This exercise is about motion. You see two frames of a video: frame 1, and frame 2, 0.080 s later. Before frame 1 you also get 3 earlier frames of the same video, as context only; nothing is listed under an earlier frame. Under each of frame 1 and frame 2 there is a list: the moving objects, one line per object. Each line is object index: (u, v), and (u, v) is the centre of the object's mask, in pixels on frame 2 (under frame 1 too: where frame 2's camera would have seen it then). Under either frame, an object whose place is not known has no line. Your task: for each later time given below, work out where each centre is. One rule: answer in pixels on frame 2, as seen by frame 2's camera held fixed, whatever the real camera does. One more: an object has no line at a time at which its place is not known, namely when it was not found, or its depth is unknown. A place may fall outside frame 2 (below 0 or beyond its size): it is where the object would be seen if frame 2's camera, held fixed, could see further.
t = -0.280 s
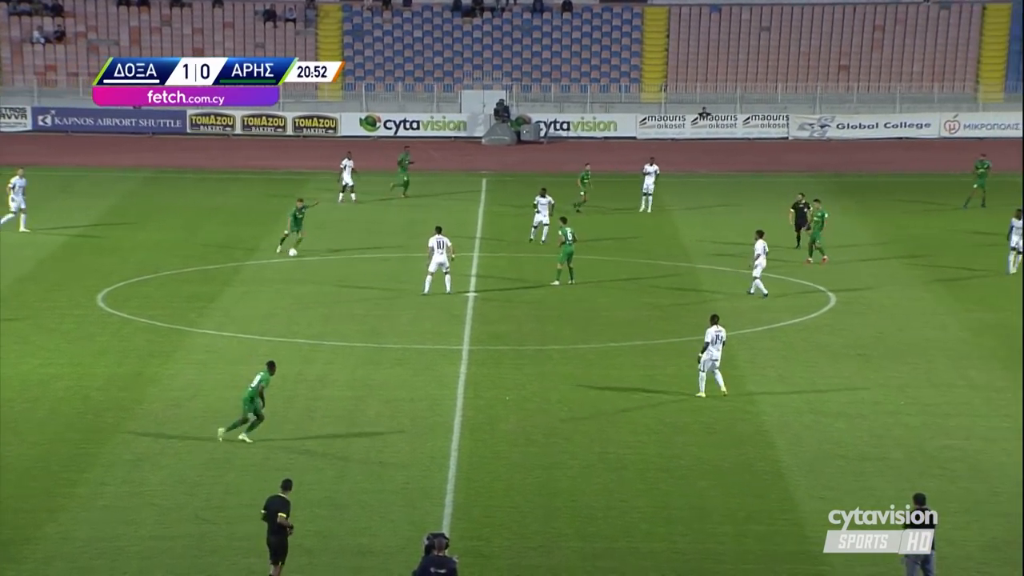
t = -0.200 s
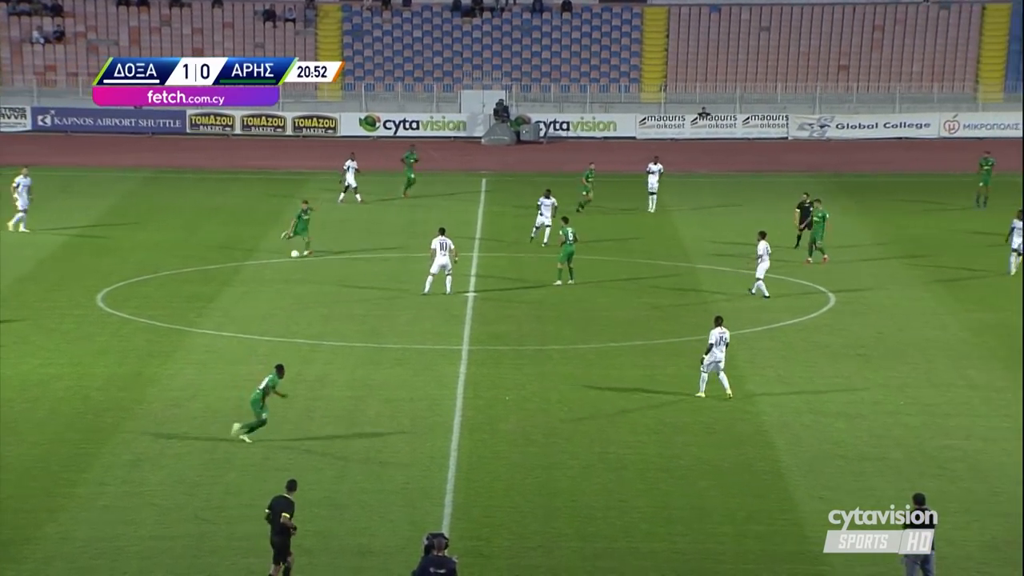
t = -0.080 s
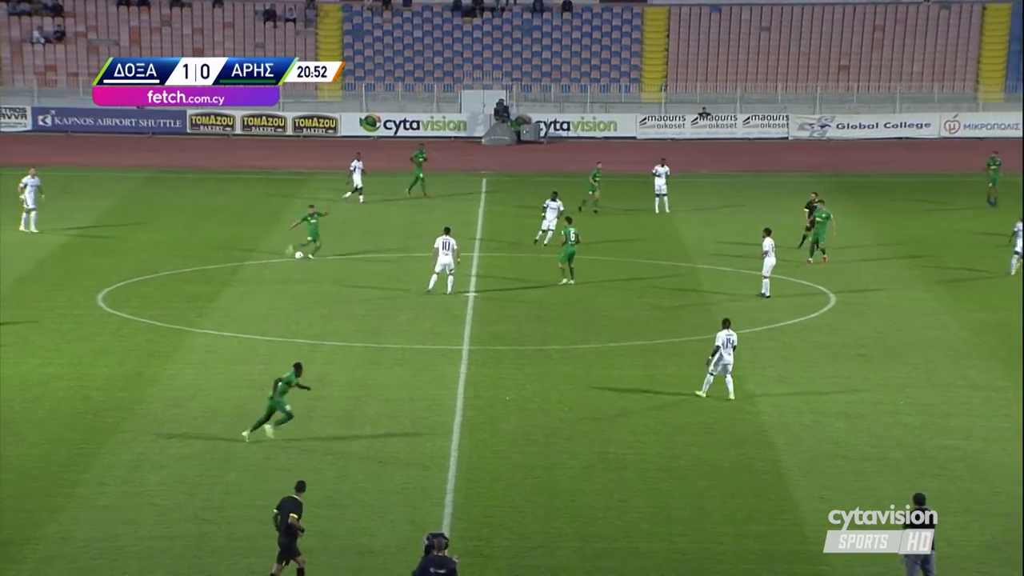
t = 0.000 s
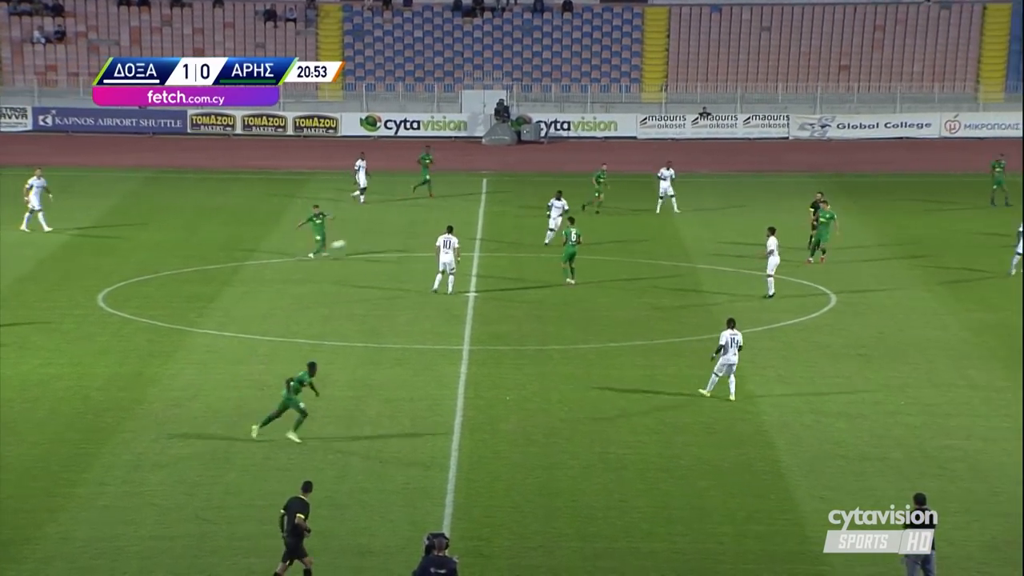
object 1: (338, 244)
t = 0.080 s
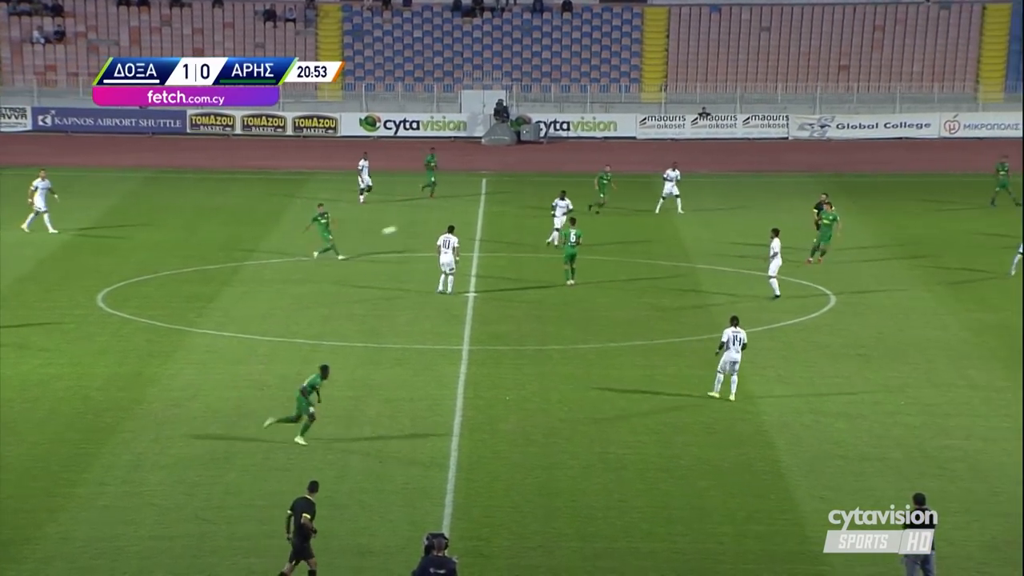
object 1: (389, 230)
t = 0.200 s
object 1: (463, 210)
